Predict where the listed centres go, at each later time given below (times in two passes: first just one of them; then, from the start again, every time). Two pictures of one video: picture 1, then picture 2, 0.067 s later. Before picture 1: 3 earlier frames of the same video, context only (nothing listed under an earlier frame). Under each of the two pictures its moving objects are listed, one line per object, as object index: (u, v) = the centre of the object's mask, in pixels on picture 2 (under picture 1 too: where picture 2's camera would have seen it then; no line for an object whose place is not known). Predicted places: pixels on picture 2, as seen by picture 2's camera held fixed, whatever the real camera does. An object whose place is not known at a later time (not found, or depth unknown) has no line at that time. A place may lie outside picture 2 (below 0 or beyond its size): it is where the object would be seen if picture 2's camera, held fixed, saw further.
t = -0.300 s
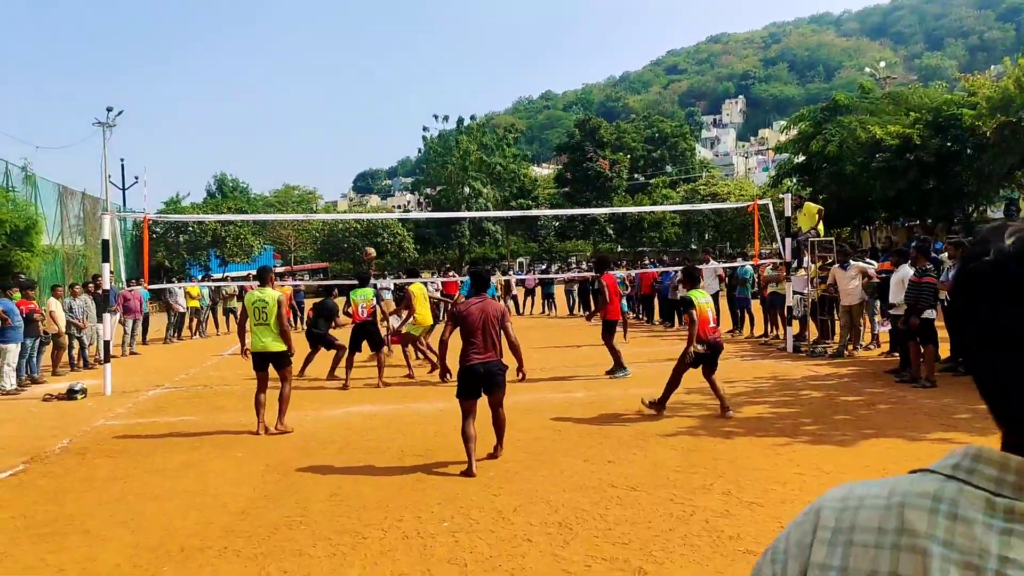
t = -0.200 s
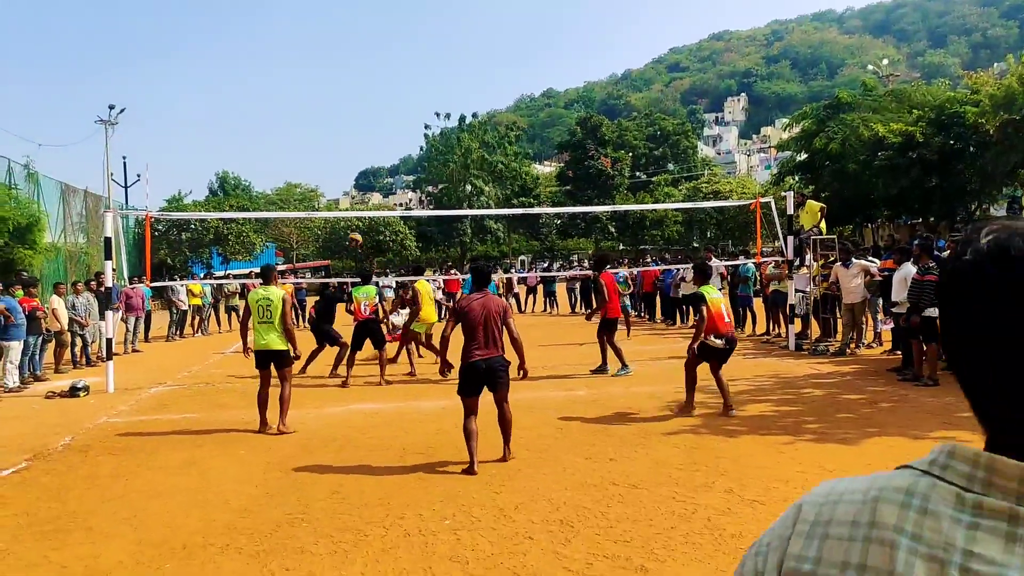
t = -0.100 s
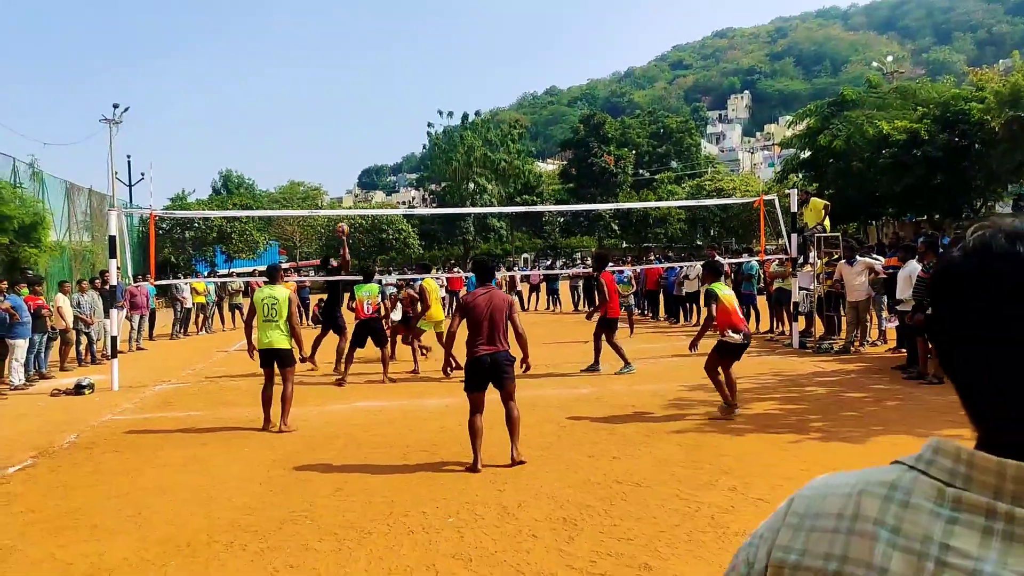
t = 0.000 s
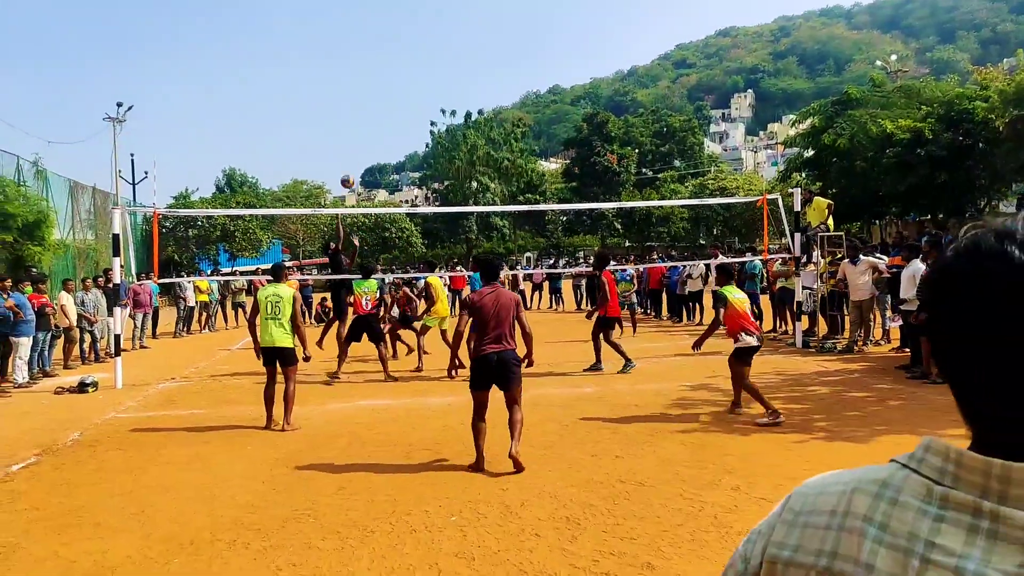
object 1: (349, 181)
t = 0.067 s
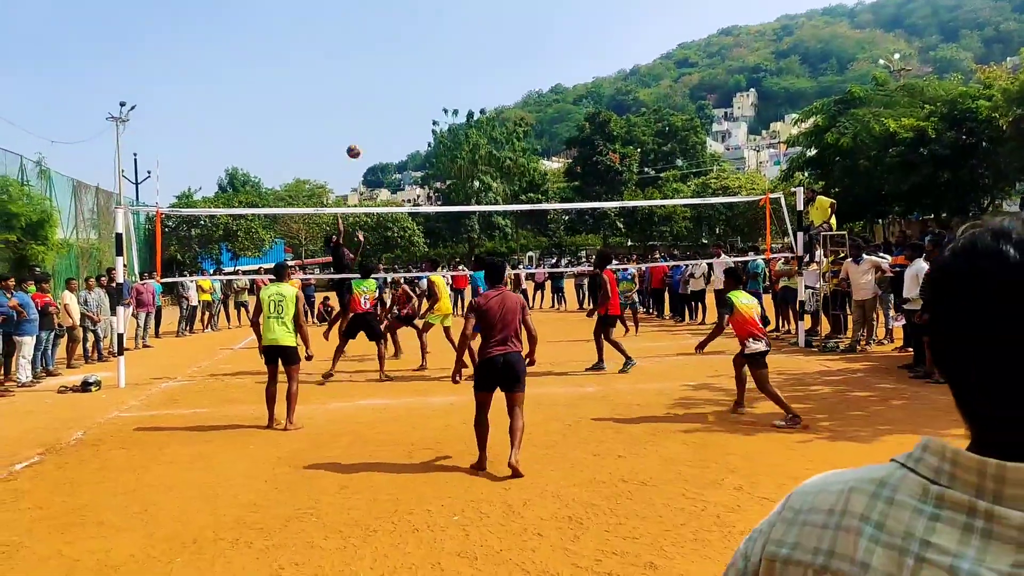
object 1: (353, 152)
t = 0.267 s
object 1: (366, 82)
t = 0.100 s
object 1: (356, 138)
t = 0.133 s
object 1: (359, 125)
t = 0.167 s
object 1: (359, 113)
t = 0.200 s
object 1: (361, 102)
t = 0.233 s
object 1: (363, 92)
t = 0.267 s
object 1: (366, 82)
